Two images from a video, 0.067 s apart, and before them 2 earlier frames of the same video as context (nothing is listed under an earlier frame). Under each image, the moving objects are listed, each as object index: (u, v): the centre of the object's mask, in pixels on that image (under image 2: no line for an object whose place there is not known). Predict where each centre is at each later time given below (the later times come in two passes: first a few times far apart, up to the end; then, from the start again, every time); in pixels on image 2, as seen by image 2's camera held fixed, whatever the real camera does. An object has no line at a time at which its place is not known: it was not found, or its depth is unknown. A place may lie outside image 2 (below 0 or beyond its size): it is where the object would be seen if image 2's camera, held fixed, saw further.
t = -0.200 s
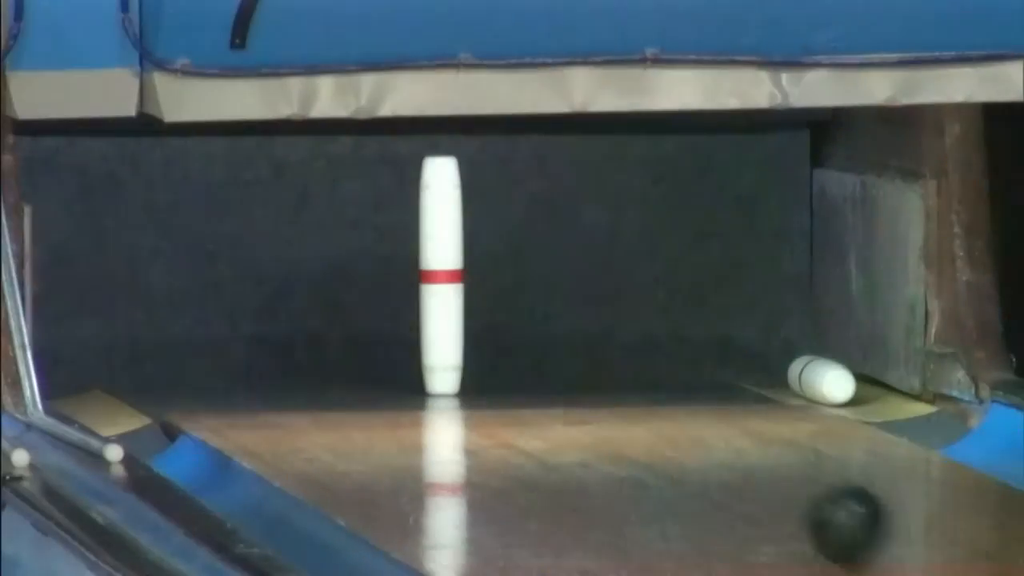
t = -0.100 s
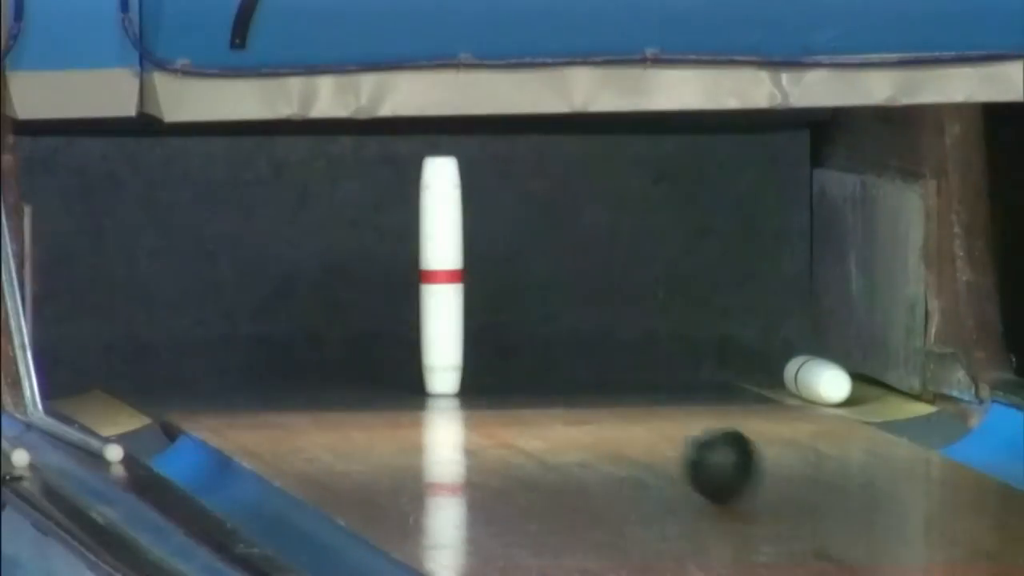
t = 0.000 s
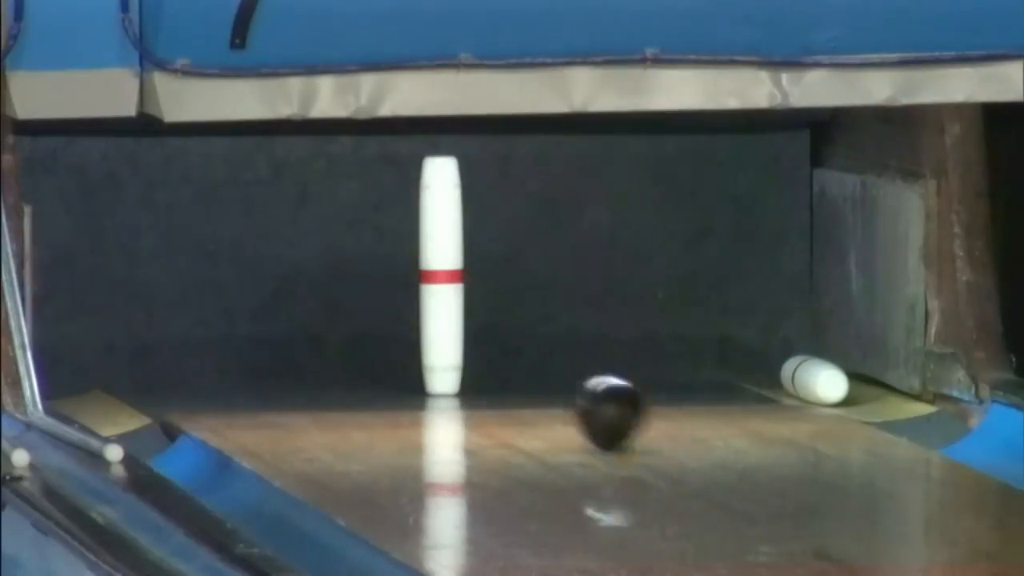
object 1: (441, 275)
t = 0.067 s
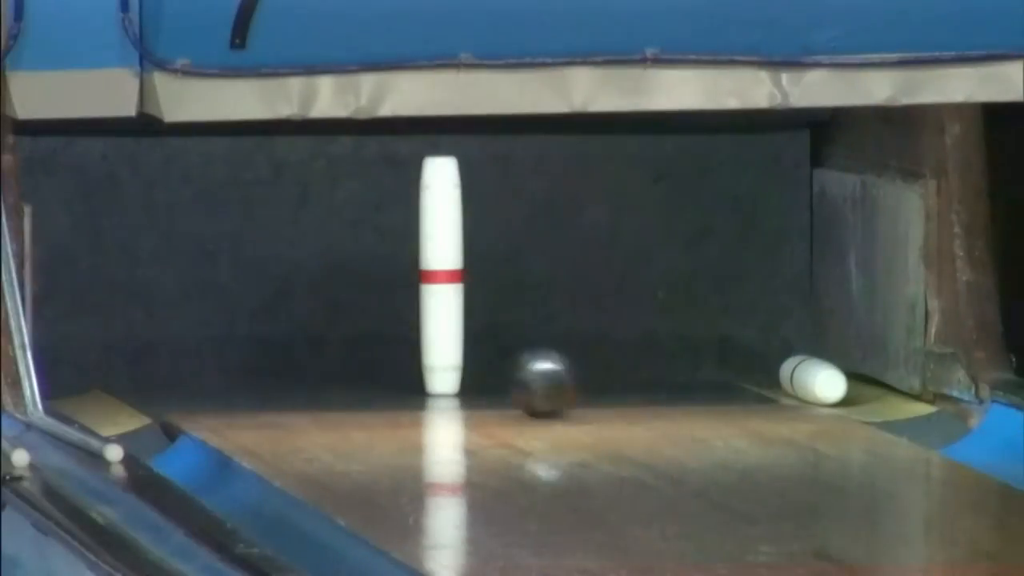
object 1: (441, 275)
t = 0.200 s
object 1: (332, 270)
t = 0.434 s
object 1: (89, 327)
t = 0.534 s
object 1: (63, 380)
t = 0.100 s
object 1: (441, 275)
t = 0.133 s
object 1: (440, 272)
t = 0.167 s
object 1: (392, 262)
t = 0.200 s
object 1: (332, 270)
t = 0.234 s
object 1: (280, 251)
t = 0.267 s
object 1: (213, 263)
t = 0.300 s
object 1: (166, 269)
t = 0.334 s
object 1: (114, 276)
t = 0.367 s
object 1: (103, 293)
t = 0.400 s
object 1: (95, 311)
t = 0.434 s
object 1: (89, 327)
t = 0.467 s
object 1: (82, 339)
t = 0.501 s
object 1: (73, 357)
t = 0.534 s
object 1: (63, 380)
